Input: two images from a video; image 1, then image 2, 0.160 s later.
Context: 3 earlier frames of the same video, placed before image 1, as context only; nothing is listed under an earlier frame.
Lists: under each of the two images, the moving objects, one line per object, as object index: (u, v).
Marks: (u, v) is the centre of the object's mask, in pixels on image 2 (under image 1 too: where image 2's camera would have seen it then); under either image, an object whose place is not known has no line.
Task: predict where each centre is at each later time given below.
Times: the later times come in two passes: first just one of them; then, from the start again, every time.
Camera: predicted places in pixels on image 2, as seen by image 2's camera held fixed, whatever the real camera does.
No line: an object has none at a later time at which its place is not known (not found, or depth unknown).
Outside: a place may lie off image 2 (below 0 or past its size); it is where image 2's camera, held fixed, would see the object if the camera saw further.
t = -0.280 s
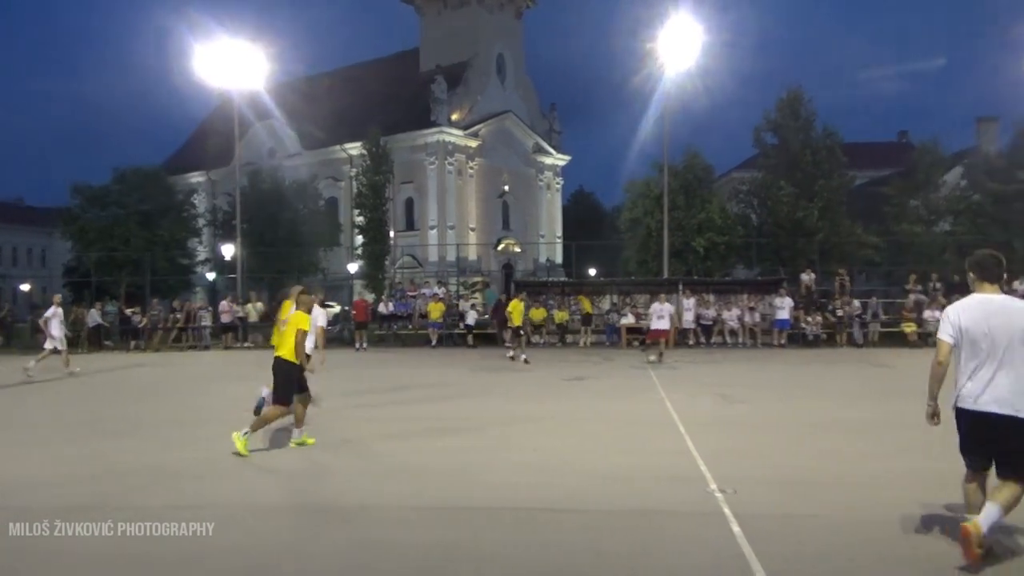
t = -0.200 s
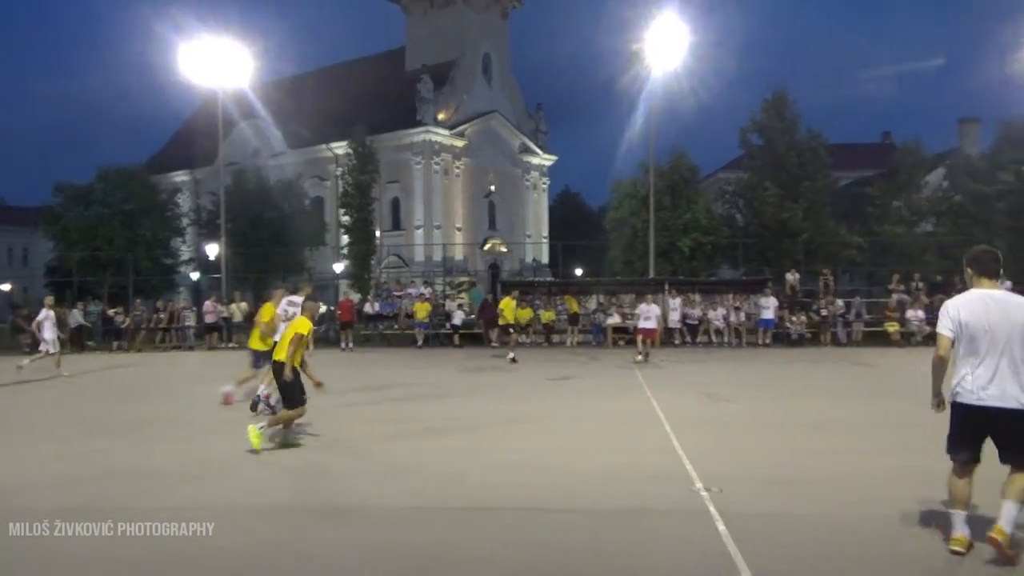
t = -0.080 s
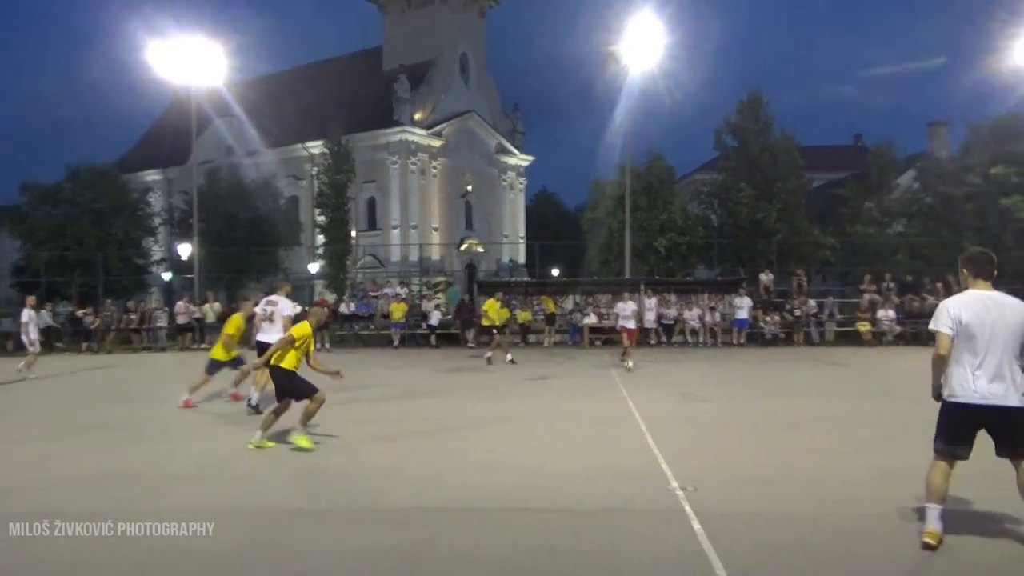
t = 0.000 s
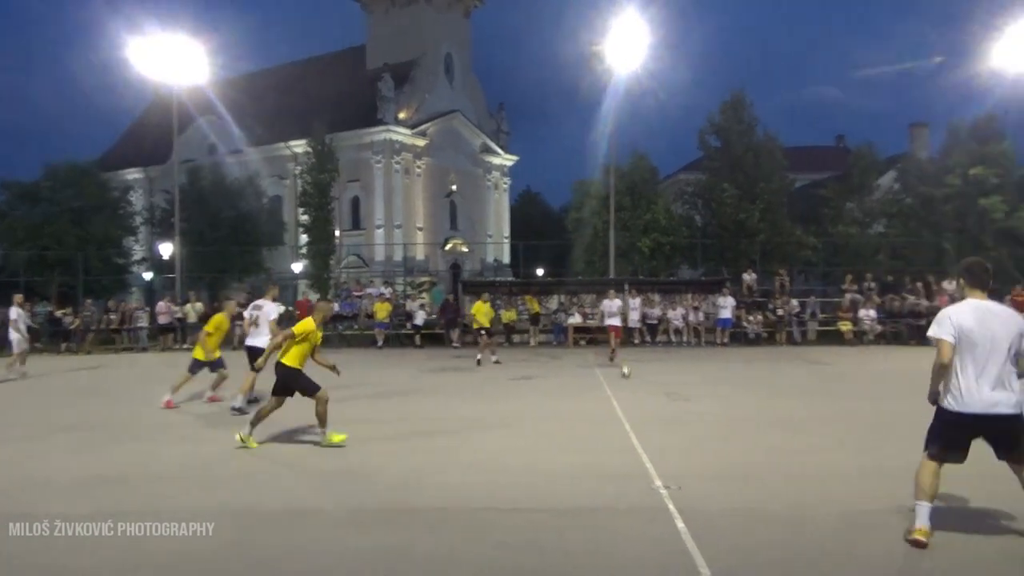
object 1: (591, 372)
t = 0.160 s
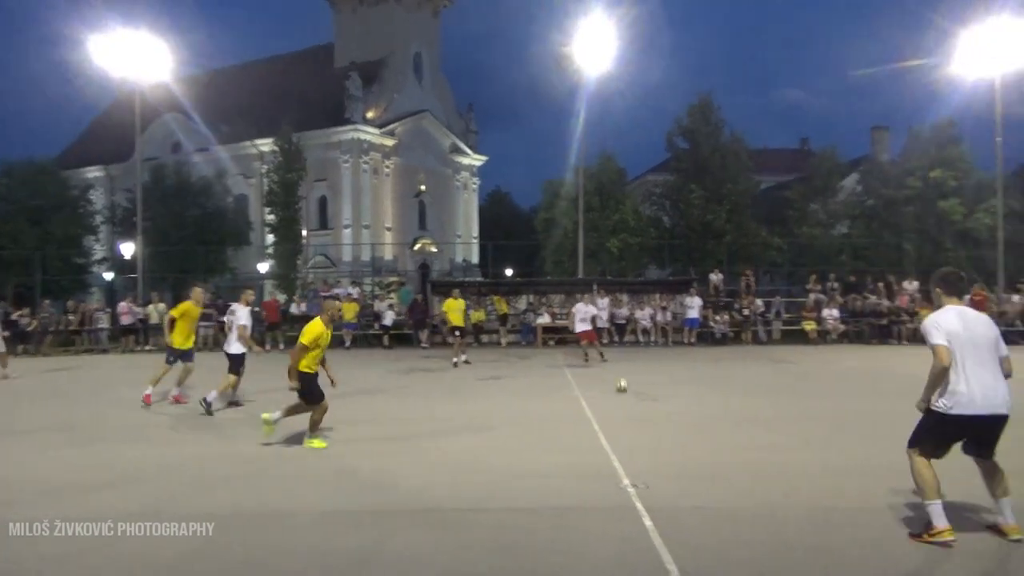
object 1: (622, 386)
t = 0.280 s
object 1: (646, 395)
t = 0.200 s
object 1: (629, 389)
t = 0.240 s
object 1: (638, 394)
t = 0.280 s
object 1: (646, 395)
